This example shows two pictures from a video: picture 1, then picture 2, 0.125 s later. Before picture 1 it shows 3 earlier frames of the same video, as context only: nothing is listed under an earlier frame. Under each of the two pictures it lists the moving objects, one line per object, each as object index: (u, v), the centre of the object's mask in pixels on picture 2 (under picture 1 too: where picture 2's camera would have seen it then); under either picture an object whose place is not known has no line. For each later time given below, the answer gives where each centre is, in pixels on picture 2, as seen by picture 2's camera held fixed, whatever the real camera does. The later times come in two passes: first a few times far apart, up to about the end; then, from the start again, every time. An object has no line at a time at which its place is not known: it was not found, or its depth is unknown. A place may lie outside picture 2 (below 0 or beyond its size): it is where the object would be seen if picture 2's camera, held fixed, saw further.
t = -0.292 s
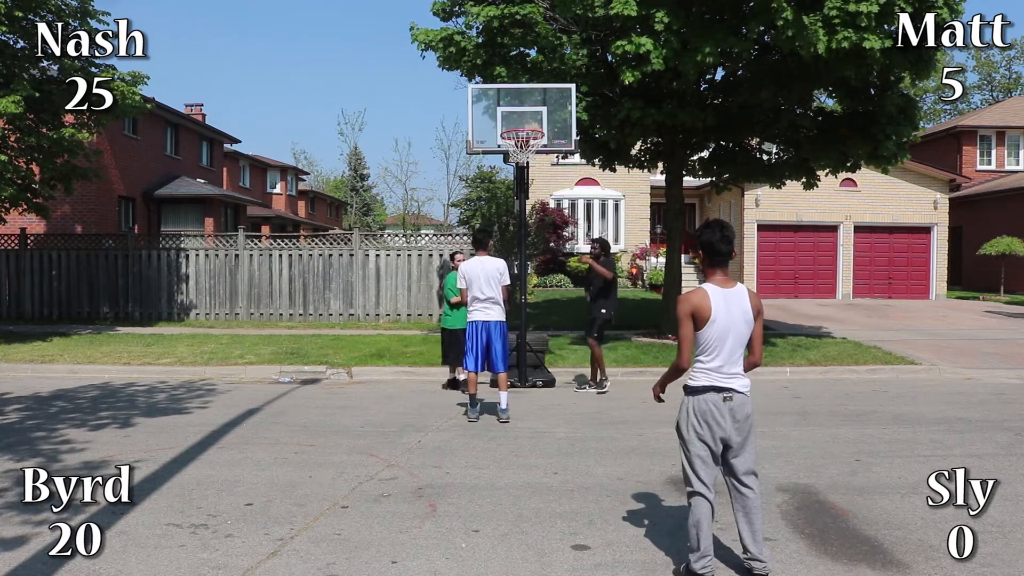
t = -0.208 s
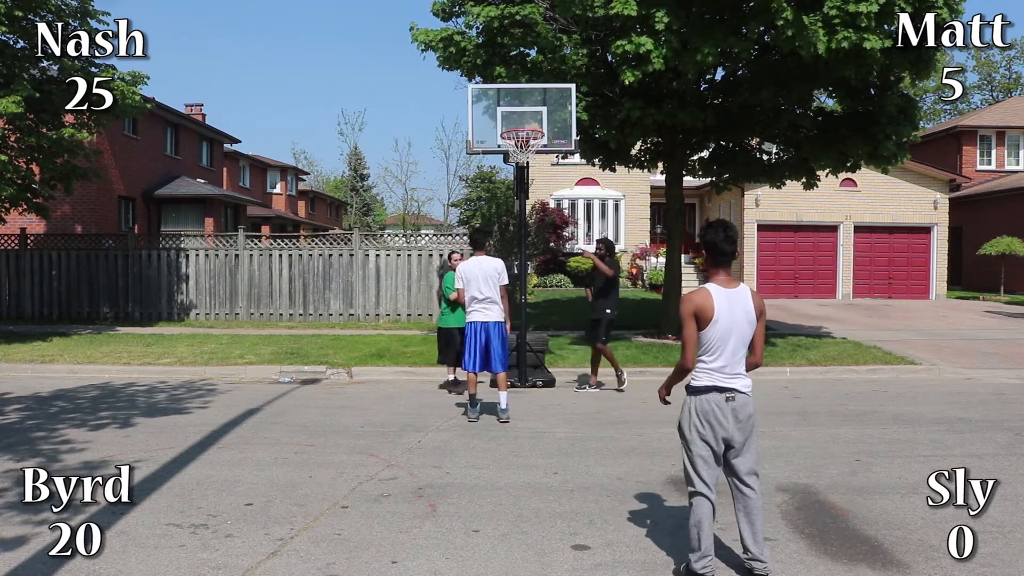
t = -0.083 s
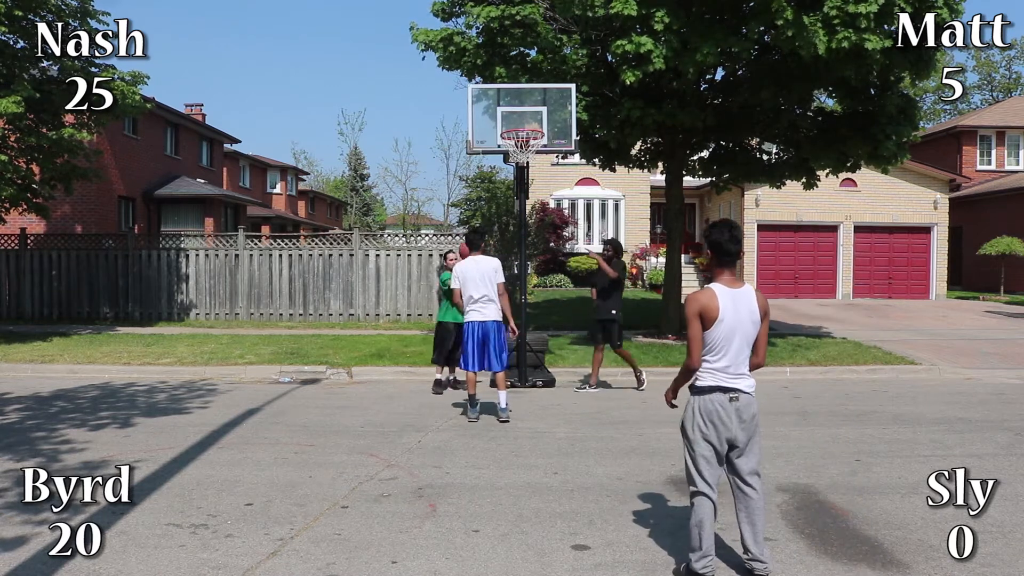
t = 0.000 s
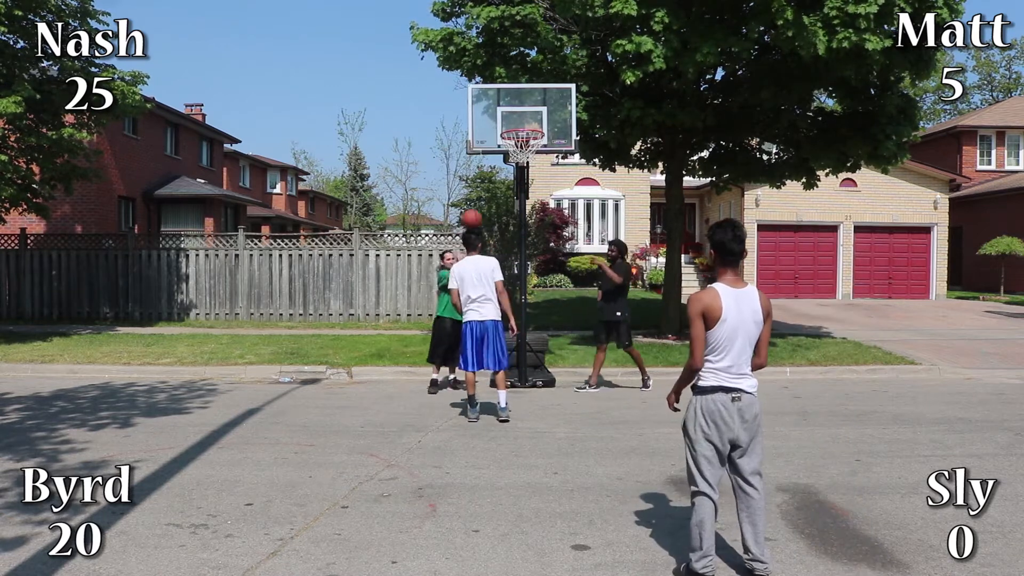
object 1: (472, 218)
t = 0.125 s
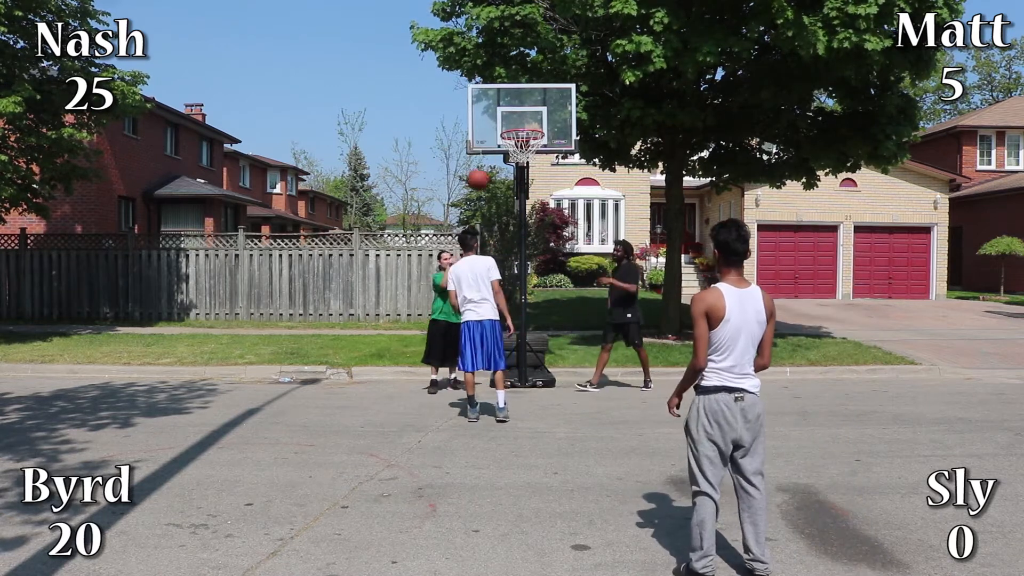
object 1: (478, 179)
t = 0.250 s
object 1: (484, 150)
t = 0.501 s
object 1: (501, 127)
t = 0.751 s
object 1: (522, 177)
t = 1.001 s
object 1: (551, 339)
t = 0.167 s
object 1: (480, 168)
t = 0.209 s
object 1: (482, 159)
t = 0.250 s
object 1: (484, 150)
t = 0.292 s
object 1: (487, 142)
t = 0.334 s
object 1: (490, 136)
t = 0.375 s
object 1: (492, 131)
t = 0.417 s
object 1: (495, 128)
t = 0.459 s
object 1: (498, 127)
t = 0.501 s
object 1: (501, 127)
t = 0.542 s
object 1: (504, 129)
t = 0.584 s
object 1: (507, 134)
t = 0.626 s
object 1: (510, 141)
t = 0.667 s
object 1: (514, 150)
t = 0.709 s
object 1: (518, 163)
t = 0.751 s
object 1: (522, 177)
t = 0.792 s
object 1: (526, 194)
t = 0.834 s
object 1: (531, 214)
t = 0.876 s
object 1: (535, 240)
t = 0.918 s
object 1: (540, 269)
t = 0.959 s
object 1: (546, 301)
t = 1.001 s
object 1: (551, 339)
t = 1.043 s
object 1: (557, 382)
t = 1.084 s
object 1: (563, 430)
